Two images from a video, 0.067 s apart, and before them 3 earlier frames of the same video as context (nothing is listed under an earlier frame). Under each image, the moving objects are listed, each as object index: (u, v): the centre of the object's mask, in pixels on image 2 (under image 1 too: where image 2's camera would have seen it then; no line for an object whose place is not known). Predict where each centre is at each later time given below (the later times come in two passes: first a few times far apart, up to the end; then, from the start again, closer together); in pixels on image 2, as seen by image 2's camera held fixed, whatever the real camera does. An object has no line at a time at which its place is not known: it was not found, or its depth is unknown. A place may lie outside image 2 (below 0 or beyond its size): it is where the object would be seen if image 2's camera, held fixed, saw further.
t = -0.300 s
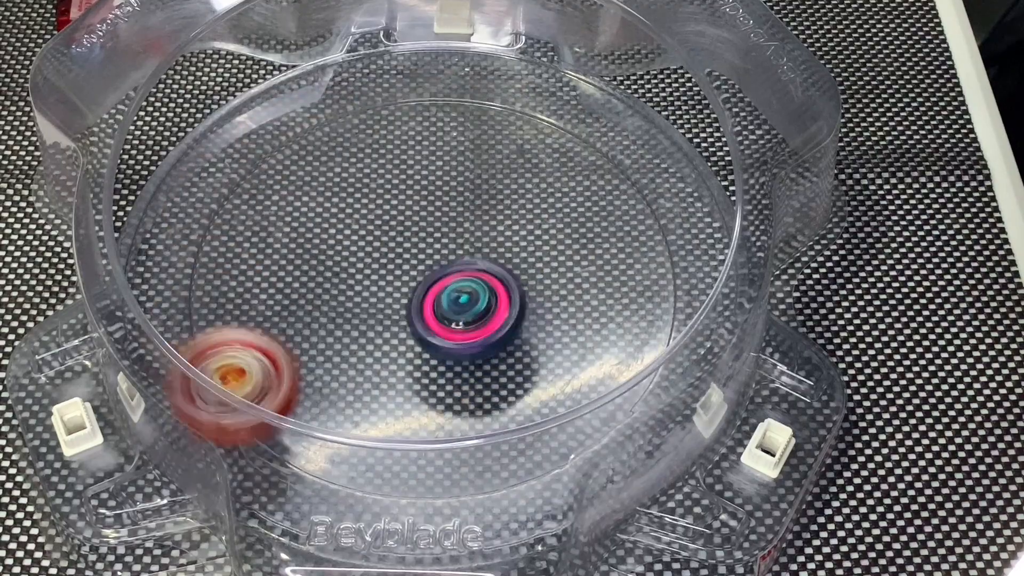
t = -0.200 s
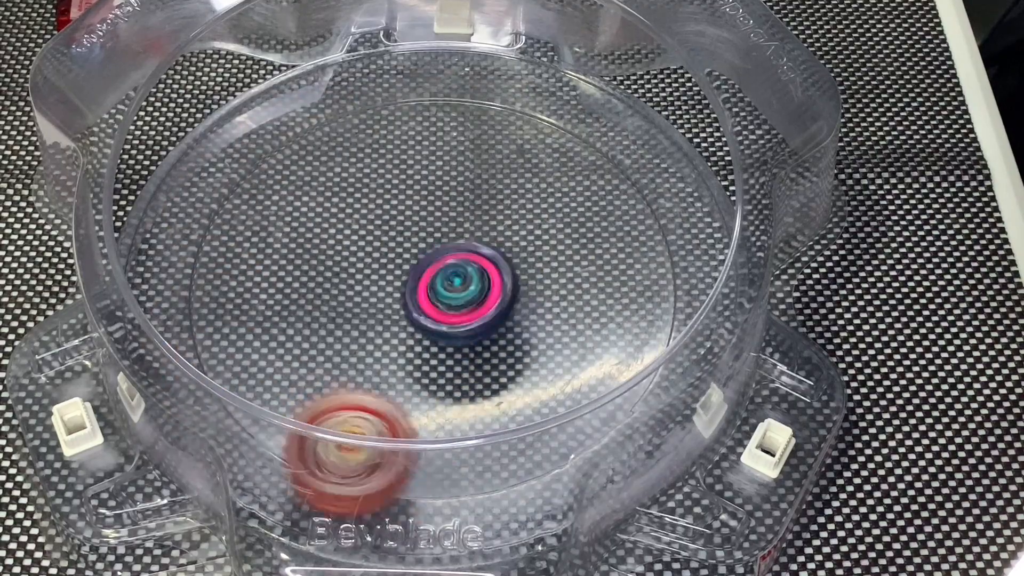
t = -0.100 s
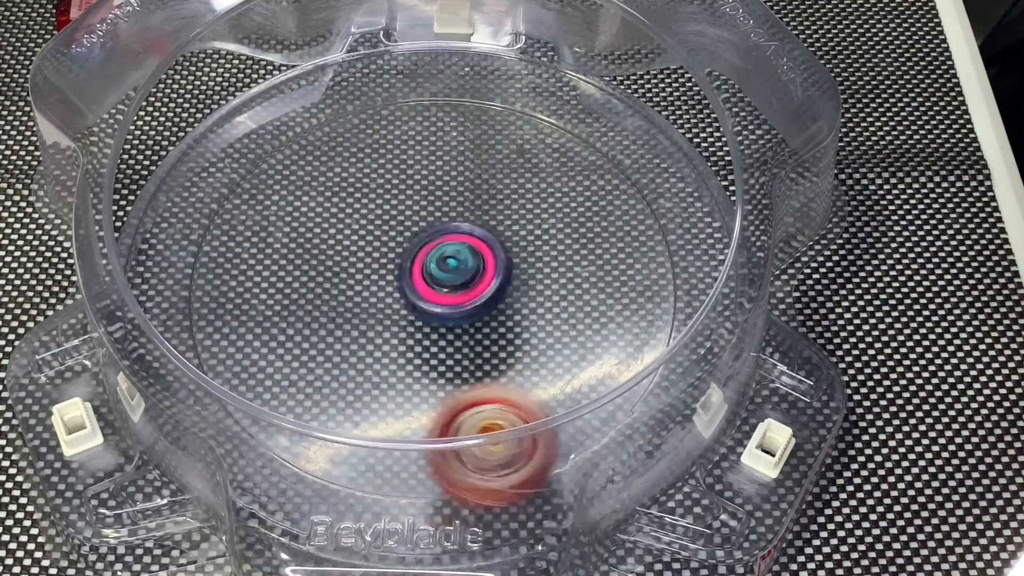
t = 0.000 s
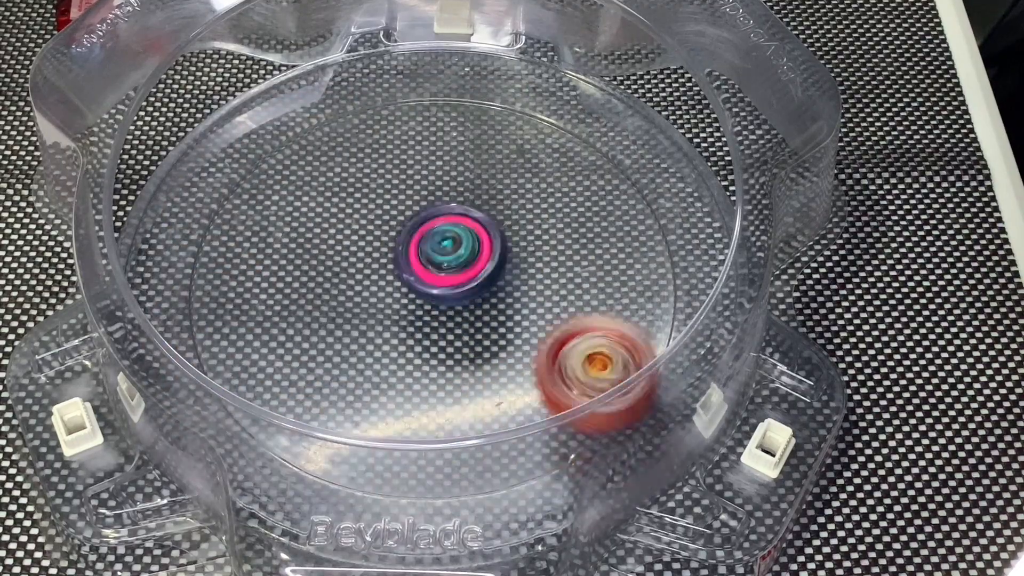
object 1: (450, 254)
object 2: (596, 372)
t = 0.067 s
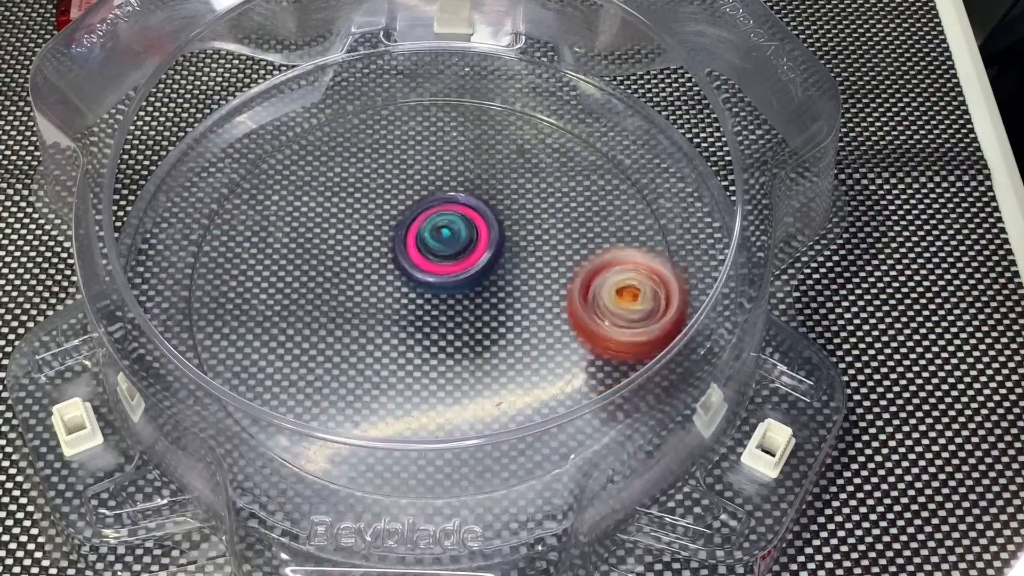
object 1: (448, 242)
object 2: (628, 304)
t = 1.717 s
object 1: (415, 349)
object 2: (252, 257)
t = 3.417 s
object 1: (521, 227)
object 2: (374, 237)
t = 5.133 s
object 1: (496, 365)
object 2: (295, 202)
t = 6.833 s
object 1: (453, 189)
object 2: (341, 329)
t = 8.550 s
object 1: (348, 350)
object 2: (519, 295)
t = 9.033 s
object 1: (338, 285)
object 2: (492, 265)
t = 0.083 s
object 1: (448, 240)
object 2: (629, 287)
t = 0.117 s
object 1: (447, 235)
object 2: (626, 253)
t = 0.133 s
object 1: (448, 231)
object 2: (622, 236)
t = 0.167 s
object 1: (447, 228)
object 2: (607, 205)
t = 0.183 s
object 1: (447, 226)
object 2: (598, 190)
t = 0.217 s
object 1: (447, 221)
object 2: (574, 163)
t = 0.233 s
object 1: (447, 219)
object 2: (561, 151)
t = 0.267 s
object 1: (447, 216)
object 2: (531, 132)
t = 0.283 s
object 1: (447, 213)
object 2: (514, 123)
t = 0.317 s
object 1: (447, 210)
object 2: (480, 109)
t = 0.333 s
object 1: (446, 211)
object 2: (461, 102)
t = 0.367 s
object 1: (443, 214)
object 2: (429, 92)
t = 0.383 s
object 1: (441, 215)
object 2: (411, 89)
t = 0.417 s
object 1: (440, 216)
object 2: (375, 88)
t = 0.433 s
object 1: (438, 216)
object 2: (357, 89)
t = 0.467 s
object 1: (436, 217)
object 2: (324, 102)
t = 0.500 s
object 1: (434, 218)
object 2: (294, 120)
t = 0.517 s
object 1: (432, 218)
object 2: (280, 129)
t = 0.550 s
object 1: (430, 218)
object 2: (256, 148)
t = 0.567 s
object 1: (429, 219)
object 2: (245, 158)
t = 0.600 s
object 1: (426, 221)
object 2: (227, 180)
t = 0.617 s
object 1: (425, 221)
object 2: (220, 192)
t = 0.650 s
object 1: (422, 223)
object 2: (212, 221)
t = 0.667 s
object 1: (422, 225)
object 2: (210, 237)
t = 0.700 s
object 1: (419, 228)
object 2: (211, 269)
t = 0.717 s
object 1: (417, 229)
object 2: (215, 284)
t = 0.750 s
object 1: (416, 233)
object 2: (229, 317)
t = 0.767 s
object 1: (414, 234)
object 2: (240, 331)
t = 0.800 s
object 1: (411, 237)
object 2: (268, 355)
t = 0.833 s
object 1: (409, 241)
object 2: (304, 375)
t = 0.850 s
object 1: (407, 241)
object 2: (323, 381)
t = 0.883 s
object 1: (404, 245)
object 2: (361, 391)
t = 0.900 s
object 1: (404, 248)
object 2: (381, 394)
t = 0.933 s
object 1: (401, 252)
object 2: (424, 395)
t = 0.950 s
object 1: (399, 254)
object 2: (445, 394)
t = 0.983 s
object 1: (397, 257)
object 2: (484, 386)
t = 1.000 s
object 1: (395, 261)
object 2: (502, 380)
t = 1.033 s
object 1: (392, 264)
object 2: (536, 364)
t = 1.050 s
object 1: (391, 266)
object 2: (551, 355)
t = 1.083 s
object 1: (389, 271)
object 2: (576, 328)
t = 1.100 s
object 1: (387, 272)
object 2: (586, 314)
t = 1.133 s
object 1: (385, 275)
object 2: (601, 284)
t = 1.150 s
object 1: (383, 279)
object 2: (606, 268)
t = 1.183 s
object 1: (382, 282)
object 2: (608, 237)
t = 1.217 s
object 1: (380, 285)
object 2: (602, 207)
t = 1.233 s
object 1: (379, 288)
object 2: (598, 193)
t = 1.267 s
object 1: (377, 291)
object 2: (583, 166)
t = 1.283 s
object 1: (376, 293)
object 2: (573, 154)
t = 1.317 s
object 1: (375, 296)
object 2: (548, 134)
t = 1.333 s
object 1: (373, 297)
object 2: (535, 125)
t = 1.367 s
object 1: (372, 301)
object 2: (504, 111)
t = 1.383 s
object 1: (372, 302)
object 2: (489, 107)
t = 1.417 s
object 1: (372, 305)
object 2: (454, 104)
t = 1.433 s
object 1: (371, 306)
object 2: (438, 105)
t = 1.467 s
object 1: (371, 310)
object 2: (404, 111)
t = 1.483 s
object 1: (371, 311)
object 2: (387, 117)
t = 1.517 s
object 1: (371, 313)
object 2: (357, 132)
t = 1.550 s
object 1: (372, 315)
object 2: (331, 151)
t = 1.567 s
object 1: (373, 317)
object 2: (320, 163)
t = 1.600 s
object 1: (374, 318)
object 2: (301, 189)
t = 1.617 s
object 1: (375, 318)
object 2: (294, 203)
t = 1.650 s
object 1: (376, 320)
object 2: (284, 231)
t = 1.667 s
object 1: (378, 321)
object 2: (282, 247)
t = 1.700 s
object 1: (398, 337)
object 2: (264, 257)
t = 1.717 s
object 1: (415, 349)
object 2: (252, 257)
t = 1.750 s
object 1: (444, 371)
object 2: (234, 260)
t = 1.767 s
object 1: (456, 381)
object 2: (228, 263)
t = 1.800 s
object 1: (474, 391)
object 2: (222, 272)
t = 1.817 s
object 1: (479, 395)
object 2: (222, 278)
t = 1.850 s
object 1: (484, 400)
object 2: (226, 295)
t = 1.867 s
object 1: (490, 413)
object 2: (230, 304)
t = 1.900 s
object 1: (491, 420)
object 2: (241, 323)
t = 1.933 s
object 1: (488, 425)
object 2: (257, 342)
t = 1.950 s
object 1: (485, 426)
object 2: (267, 350)
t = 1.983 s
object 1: (480, 427)
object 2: (289, 364)
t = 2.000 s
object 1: (478, 427)
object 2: (301, 369)
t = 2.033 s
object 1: (473, 427)
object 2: (328, 379)
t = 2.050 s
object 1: (471, 425)
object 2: (340, 382)
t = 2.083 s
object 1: (497, 432)
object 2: (336, 371)
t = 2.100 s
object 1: (520, 438)
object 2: (320, 357)
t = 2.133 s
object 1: (558, 445)
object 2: (294, 326)
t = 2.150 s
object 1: (582, 451)
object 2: (285, 311)
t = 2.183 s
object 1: (609, 451)
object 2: (268, 280)
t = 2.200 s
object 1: (610, 440)
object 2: (262, 268)
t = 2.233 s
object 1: (603, 416)
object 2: (253, 245)
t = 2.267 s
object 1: (595, 398)
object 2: (248, 228)
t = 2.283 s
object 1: (594, 398)
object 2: (247, 222)
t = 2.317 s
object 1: (585, 382)
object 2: (245, 211)
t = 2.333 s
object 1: (574, 371)
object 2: (244, 207)
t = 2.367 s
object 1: (566, 363)
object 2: (243, 201)
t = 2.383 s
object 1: (561, 360)
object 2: (243, 199)
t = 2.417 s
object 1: (548, 346)
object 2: (243, 198)
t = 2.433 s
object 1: (542, 341)
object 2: (243, 197)
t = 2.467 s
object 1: (533, 329)
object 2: (245, 199)
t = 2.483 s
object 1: (528, 324)
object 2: (246, 199)
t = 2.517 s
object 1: (522, 314)
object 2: (249, 203)
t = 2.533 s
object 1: (520, 310)
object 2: (252, 205)
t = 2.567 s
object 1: (518, 300)
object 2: (256, 211)
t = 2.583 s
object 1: (519, 296)
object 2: (259, 214)
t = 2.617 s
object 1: (521, 286)
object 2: (265, 220)
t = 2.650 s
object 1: (523, 277)
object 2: (274, 229)
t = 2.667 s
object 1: (525, 273)
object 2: (278, 232)
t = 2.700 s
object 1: (528, 266)
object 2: (289, 242)
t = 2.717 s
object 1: (530, 262)
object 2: (295, 244)
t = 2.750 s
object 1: (532, 256)
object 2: (308, 249)
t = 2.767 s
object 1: (534, 254)
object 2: (316, 250)
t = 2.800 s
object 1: (536, 248)
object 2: (331, 251)
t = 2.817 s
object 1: (535, 246)
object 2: (339, 251)
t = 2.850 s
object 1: (537, 241)
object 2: (354, 248)
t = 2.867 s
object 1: (537, 238)
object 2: (362, 246)
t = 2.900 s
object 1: (538, 233)
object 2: (380, 243)
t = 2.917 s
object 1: (537, 232)
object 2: (389, 241)
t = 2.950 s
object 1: (536, 228)
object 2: (403, 236)
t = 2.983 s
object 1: (535, 224)
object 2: (419, 233)
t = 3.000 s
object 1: (537, 223)
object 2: (421, 230)
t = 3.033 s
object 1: (543, 219)
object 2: (418, 231)
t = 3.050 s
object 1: (545, 217)
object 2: (418, 231)
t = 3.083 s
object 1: (545, 216)
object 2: (420, 230)
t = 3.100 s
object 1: (542, 215)
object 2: (424, 228)
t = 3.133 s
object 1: (540, 214)
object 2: (427, 225)
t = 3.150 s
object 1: (546, 213)
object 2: (419, 223)
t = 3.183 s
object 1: (554, 214)
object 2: (399, 221)
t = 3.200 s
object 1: (557, 214)
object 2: (392, 221)
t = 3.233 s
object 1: (556, 215)
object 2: (380, 221)
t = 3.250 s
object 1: (553, 215)
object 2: (378, 221)
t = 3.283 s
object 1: (548, 218)
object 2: (372, 223)
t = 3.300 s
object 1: (546, 219)
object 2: (370, 224)
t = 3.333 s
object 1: (539, 221)
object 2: (370, 227)
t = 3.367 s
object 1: (532, 222)
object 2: (370, 230)
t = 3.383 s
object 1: (528, 224)
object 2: (371, 232)
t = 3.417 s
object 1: (521, 227)
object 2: (374, 237)
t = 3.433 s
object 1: (517, 227)
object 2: (376, 239)
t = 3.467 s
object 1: (509, 230)
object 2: (379, 243)
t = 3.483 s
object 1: (505, 232)
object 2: (382, 245)
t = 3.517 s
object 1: (499, 234)
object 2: (380, 249)
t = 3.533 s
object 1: (501, 236)
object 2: (372, 250)
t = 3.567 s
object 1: (502, 240)
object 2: (356, 251)
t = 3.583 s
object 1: (502, 241)
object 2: (351, 252)
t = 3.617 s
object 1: (496, 245)
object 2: (346, 255)
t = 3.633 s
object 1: (492, 249)
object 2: (343, 259)
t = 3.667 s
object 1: (483, 253)
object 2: (340, 264)
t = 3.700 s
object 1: (473, 257)
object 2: (340, 268)
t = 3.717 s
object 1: (468, 258)
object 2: (340, 271)
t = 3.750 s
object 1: (458, 262)
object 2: (342, 275)
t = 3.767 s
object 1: (464, 262)
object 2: (332, 278)
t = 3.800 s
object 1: (483, 261)
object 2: (304, 282)
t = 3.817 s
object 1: (491, 262)
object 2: (293, 284)
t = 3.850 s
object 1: (499, 262)
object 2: (277, 290)
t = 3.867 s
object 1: (500, 262)
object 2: (272, 294)
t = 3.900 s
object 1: (502, 266)
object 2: (264, 301)
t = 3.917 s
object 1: (501, 269)
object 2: (260, 306)
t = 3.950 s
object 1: (500, 274)
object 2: (256, 314)
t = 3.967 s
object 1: (498, 278)
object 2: (255, 319)
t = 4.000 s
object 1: (496, 284)
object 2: (254, 326)
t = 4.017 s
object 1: (494, 286)
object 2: (254, 329)
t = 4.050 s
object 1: (491, 291)
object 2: (258, 334)
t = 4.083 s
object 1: (486, 296)
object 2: (266, 338)
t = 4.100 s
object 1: (485, 300)
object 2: (269, 339)
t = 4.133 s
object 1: (480, 303)
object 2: (280, 340)
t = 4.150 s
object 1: (477, 305)
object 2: (285, 341)
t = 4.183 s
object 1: (472, 308)
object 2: (294, 340)
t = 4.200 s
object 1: (471, 310)
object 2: (299, 340)
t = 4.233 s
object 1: (465, 313)
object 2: (308, 339)
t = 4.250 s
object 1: (463, 315)
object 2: (312, 338)
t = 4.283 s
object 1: (457, 318)
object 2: (322, 337)
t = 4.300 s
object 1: (454, 319)
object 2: (326, 337)
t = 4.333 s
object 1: (454, 321)
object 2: (328, 333)
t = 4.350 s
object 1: (455, 323)
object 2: (327, 332)
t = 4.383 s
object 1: (453, 327)
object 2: (327, 329)
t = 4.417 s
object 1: (457, 330)
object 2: (318, 325)
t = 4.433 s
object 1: (458, 331)
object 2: (314, 323)
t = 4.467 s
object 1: (458, 333)
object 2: (311, 319)
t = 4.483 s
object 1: (457, 334)
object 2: (312, 317)
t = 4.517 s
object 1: (456, 336)
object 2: (315, 314)
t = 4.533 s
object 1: (455, 338)
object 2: (319, 312)
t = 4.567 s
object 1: (451, 339)
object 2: (325, 309)
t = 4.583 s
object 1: (450, 340)
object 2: (328, 308)
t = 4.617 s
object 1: (467, 345)
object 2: (313, 296)
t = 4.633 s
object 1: (482, 347)
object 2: (299, 287)
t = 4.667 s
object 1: (505, 354)
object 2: (275, 269)
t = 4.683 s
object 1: (514, 356)
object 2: (264, 261)
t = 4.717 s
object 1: (525, 360)
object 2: (250, 250)
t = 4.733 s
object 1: (527, 360)
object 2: (245, 245)
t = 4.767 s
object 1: (529, 363)
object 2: (239, 238)
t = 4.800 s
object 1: (530, 366)
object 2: (235, 232)
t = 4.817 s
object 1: (531, 367)
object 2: (233, 229)
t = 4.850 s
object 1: (529, 370)
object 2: (232, 224)
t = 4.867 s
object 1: (528, 371)
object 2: (233, 222)
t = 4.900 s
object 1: (525, 373)
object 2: (234, 218)
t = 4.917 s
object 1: (525, 373)
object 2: (236, 215)
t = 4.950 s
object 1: (522, 373)
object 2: (240, 212)
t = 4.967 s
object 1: (520, 374)
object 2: (243, 211)
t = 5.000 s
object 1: (515, 375)
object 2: (251, 208)
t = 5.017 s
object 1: (513, 374)
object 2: (254, 208)
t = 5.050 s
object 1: (508, 373)
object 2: (263, 206)
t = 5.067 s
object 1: (506, 372)
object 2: (269, 204)
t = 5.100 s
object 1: (501, 369)
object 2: (281, 202)
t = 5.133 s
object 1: (496, 365)
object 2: (295, 202)
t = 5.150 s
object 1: (493, 363)
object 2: (301, 202)
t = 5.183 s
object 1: (487, 358)
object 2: (317, 201)
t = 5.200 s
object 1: (485, 356)
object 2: (326, 201)
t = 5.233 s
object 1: (480, 350)
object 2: (343, 201)
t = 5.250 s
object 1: (477, 347)
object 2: (352, 201)
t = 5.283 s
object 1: (473, 341)
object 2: (370, 203)
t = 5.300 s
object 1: (470, 338)
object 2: (378, 203)
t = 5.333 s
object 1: (466, 331)
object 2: (394, 204)
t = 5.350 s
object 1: (464, 327)
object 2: (403, 205)
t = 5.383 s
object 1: (460, 320)
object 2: (417, 207)
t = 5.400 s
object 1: (458, 315)
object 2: (423, 209)
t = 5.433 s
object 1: (456, 314)
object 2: (434, 206)
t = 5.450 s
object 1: (457, 326)
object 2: (438, 191)
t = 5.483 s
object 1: (460, 344)
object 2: (443, 168)
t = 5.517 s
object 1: (459, 356)
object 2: (450, 153)
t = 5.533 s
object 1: (458, 358)
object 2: (453, 149)
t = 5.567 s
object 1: (453, 359)
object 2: (460, 147)
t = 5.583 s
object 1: (449, 360)
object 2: (465, 146)
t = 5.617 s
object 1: (443, 359)
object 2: (473, 149)
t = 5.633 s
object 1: (439, 357)
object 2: (479, 151)
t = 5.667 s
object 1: (432, 355)
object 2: (487, 154)
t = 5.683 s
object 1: (429, 354)
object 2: (490, 156)
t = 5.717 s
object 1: (422, 351)
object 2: (497, 161)
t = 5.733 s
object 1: (418, 349)
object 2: (501, 164)
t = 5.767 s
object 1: (412, 345)
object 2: (506, 171)
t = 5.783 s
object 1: (409, 343)
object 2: (510, 176)
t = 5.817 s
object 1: (404, 338)
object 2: (516, 185)
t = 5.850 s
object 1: (400, 333)
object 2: (521, 194)
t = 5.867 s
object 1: (397, 331)
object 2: (523, 200)
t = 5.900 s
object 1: (394, 325)
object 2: (526, 211)
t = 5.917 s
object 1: (393, 322)
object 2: (527, 216)
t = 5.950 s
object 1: (390, 315)
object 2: (528, 228)
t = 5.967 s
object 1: (388, 313)
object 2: (528, 234)
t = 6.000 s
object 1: (387, 307)
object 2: (528, 246)
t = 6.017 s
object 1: (386, 304)
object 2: (526, 251)
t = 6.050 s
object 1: (385, 298)
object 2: (525, 261)
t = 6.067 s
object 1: (384, 295)
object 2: (524, 266)
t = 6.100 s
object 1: (383, 290)
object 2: (521, 277)
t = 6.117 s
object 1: (383, 287)
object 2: (518, 282)
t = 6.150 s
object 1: (383, 280)
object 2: (513, 291)
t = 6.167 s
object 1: (383, 279)
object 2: (511, 296)
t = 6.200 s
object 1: (384, 273)
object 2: (504, 304)
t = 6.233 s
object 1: (384, 268)
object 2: (498, 310)
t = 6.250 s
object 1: (386, 264)
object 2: (495, 313)
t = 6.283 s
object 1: (387, 261)
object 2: (487, 320)
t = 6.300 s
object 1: (388, 257)
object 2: (482, 322)
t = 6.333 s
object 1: (389, 253)
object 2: (474, 325)
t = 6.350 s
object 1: (390, 251)
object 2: (470, 328)
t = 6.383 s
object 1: (393, 247)
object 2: (461, 331)
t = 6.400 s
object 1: (393, 245)
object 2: (457, 331)
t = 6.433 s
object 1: (396, 241)
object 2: (447, 334)
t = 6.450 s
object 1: (398, 240)
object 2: (443, 334)
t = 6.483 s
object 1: (400, 237)
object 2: (434, 334)
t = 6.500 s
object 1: (401, 235)
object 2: (429, 334)
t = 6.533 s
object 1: (405, 232)
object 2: (421, 333)
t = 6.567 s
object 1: (408, 230)
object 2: (412, 332)
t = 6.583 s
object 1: (409, 229)
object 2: (407, 331)
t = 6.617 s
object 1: (413, 227)
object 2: (400, 328)
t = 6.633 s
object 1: (415, 227)
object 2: (397, 327)
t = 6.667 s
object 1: (418, 225)
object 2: (390, 323)
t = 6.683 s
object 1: (420, 225)
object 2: (386, 321)
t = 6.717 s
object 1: (426, 216)
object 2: (377, 323)
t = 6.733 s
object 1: (431, 209)
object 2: (371, 327)
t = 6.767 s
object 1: (440, 199)
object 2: (360, 334)
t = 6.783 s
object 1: (443, 195)
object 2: (356, 334)
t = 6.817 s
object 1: (450, 190)
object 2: (346, 331)
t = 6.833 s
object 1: (453, 189)
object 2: (341, 329)
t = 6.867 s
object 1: (458, 188)
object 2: (333, 323)
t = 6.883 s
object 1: (462, 187)
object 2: (329, 320)
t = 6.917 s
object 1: (467, 188)
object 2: (324, 313)
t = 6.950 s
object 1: (472, 188)
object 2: (319, 306)
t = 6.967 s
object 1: (474, 189)
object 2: (317, 301)
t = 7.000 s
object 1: (479, 189)
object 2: (316, 293)
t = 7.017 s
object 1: (481, 190)
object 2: (315, 289)
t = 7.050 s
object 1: (485, 193)
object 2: (314, 280)
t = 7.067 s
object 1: (487, 192)
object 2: (314, 276)
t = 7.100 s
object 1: (490, 197)
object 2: (317, 268)
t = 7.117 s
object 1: (491, 198)
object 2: (318, 264)
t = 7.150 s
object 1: (494, 203)
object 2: (320, 255)
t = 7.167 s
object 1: (495, 205)
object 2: (322, 250)
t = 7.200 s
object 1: (497, 210)
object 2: (328, 243)
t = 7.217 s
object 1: (498, 213)
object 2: (331, 240)
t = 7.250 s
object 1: (498, 217)
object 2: (336, 232)
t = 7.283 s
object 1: (498, 223)
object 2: (343, 227)
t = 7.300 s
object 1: (498, 225)
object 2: (348, 224)
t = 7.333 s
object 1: (496, 232)
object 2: (356, 218)
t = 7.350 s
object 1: (495, 234)
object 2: (360, 215)
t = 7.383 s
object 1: (494, 241)
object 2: (370, 212)
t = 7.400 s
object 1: (493, 242)
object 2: (375, 210)
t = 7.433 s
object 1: (492, 249)
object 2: (383, 205)
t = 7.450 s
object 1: (495, 253)
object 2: (383, 201)
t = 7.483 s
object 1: (497, 259)
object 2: (388, 196)
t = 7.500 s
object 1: (496, 263)
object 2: (393, 195)
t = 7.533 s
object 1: (496, 269)
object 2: (399, 190)
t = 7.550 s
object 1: (496, 272)
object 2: (401, 189)
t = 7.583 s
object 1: (495, 278)
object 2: (409, 188)
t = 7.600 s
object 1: (493, 282)
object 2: (414, 187)
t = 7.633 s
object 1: (491, 288)
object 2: (421, 187)
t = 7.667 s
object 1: (489, 293)
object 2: (429, 188)
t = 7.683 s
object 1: (488, 297)
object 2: (432, 189)
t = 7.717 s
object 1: (485, 302)
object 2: (441, 190)
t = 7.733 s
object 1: (484, 306)
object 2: (445, 190)
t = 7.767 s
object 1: (480, 312)
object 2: (452, 194)
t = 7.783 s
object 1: (478, 314)
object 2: (457, 196)
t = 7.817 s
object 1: (474, 319)
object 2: (465, 200)
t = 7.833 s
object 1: (472, 322)
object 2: (468, 202)
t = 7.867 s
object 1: (468, 327)
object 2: (475, 208)
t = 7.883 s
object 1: (465, 329)
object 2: (478, 210)
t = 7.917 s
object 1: (461, 334)
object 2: (485, 216)
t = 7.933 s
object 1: (458, 335)
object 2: (487, 220)
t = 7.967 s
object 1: (454, 338)
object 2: (493, 228)
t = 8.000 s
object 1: (449, 341)
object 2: (499, 236)
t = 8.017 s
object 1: (447, 344)
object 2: (500, 239)
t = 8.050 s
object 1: (442, 346)
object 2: (504, 249)
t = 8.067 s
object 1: (439, 347)
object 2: (506, 253)
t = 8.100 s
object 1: (434, 350)
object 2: (507, 261)
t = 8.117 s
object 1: (431, 350)
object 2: (509, 266)
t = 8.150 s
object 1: (424, 356)
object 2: (514, 269)
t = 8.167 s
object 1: (421, 358)
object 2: (515, 271)
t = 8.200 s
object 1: (416, 359)
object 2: (516, 276)
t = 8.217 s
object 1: (414, 359)
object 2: (516, 278)
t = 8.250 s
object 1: (408, 360)
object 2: (516, 282)
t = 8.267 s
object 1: (406, 359)
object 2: (516, 283)
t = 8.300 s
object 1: (401, 359)
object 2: (513, 289)
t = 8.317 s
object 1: (398, 359)
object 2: (513, 291)
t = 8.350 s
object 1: (394, 357)
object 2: (510, 294)
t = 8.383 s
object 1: (390, 356)
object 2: (506, 298)
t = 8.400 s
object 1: (388, 355)
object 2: (504, 301)
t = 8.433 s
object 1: (385, 352)
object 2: (501, 304)
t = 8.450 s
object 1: (383, 351)
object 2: (498, 305)
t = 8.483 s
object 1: (379, 349)
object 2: (495, 309)
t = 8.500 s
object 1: (374, 349)
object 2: (497, 308)
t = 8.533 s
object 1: (355, 351)
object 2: (514, 299)
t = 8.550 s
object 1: (348, 350)
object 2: (519, 295)
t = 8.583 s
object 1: (340, 348)
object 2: (529, 288)
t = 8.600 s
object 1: (338, 346)
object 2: (531, 286)
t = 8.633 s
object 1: (334, 341)
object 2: (531, 284)
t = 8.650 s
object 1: (332, 339)
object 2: (531, 283)
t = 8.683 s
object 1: (329, 335)
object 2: (529, 280)
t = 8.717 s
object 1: (327, 330)
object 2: (525, 278)
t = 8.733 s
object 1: (325, 328)
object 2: (524, 277)
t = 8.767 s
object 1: (324, 324)
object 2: (521, 275)
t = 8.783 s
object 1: (323, 322)
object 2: (519, 274)
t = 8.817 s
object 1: (323, 316)
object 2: (515, 272)
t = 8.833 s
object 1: (324, 314)
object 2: (514, 271)
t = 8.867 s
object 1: (324, 310)
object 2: (510, 270)
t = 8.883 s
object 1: (325, 306)
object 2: (509, 270)
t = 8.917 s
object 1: (327, 302)
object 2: (505, 268)
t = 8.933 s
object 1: (328, 299)
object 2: (502, 268)
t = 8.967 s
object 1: (331, 294)
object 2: (499, 267)
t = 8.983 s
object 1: (333, 291)
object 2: (498, 266)
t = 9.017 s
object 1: (336, 287)
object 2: (494, 266)
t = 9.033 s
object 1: (338, 285)
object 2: (492, 265)
